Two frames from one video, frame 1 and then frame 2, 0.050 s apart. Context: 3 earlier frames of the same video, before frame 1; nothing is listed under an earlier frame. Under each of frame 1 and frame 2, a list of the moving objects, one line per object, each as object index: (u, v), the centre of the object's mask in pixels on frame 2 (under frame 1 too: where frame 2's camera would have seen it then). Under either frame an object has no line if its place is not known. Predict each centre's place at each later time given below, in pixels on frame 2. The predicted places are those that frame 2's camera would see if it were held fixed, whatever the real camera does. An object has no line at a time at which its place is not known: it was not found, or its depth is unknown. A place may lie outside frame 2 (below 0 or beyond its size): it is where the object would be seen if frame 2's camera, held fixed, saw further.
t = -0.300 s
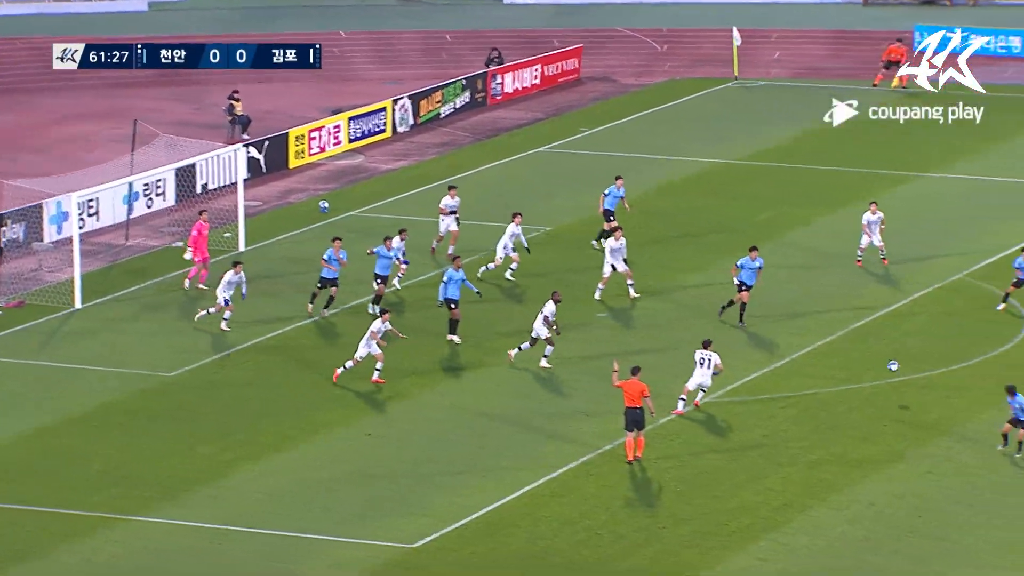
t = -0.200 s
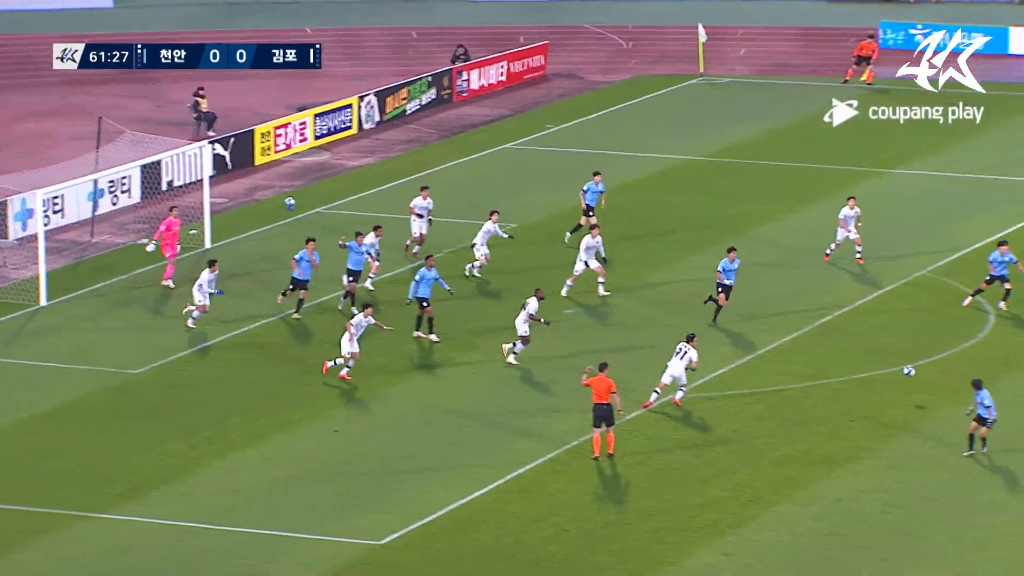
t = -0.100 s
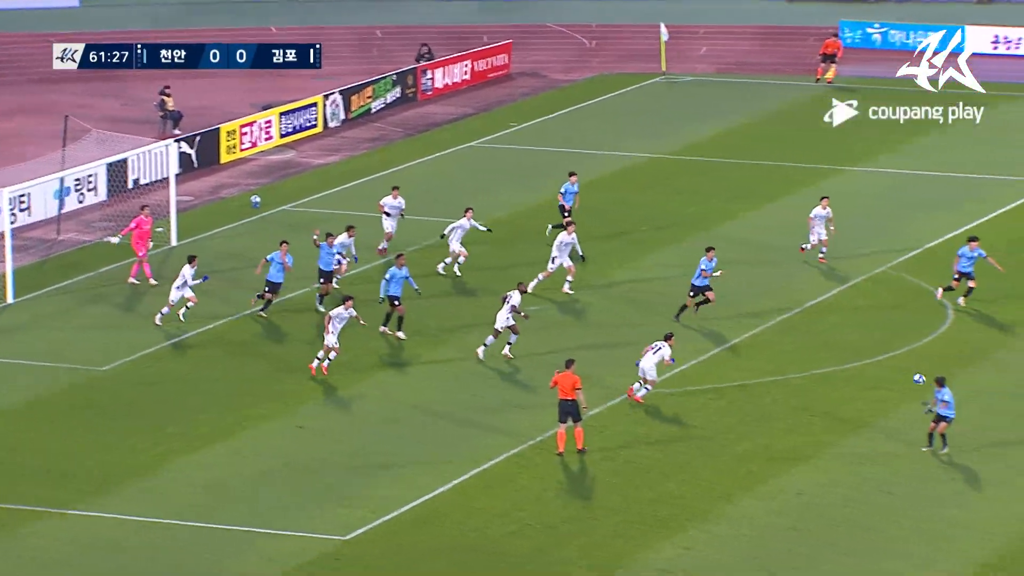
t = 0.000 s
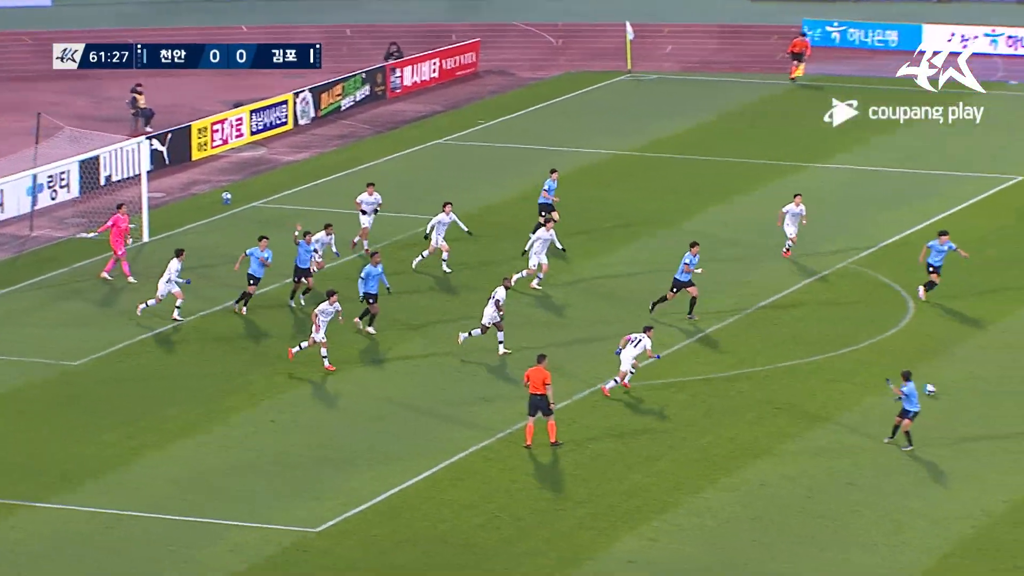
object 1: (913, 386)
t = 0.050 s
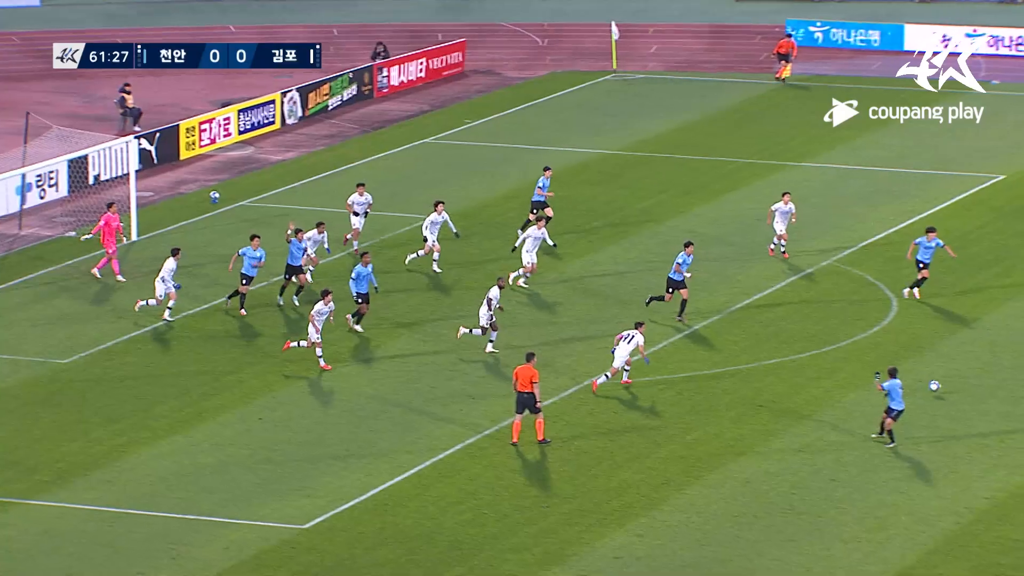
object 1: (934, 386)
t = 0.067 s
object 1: (942, 385)
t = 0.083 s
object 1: (950, 385)
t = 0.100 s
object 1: (957, 384)
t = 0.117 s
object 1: (964, 384)
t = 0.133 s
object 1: (971, 383)
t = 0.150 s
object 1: (979, 384)
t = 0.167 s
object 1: (986, 383)
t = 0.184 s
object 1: (994, 384)
